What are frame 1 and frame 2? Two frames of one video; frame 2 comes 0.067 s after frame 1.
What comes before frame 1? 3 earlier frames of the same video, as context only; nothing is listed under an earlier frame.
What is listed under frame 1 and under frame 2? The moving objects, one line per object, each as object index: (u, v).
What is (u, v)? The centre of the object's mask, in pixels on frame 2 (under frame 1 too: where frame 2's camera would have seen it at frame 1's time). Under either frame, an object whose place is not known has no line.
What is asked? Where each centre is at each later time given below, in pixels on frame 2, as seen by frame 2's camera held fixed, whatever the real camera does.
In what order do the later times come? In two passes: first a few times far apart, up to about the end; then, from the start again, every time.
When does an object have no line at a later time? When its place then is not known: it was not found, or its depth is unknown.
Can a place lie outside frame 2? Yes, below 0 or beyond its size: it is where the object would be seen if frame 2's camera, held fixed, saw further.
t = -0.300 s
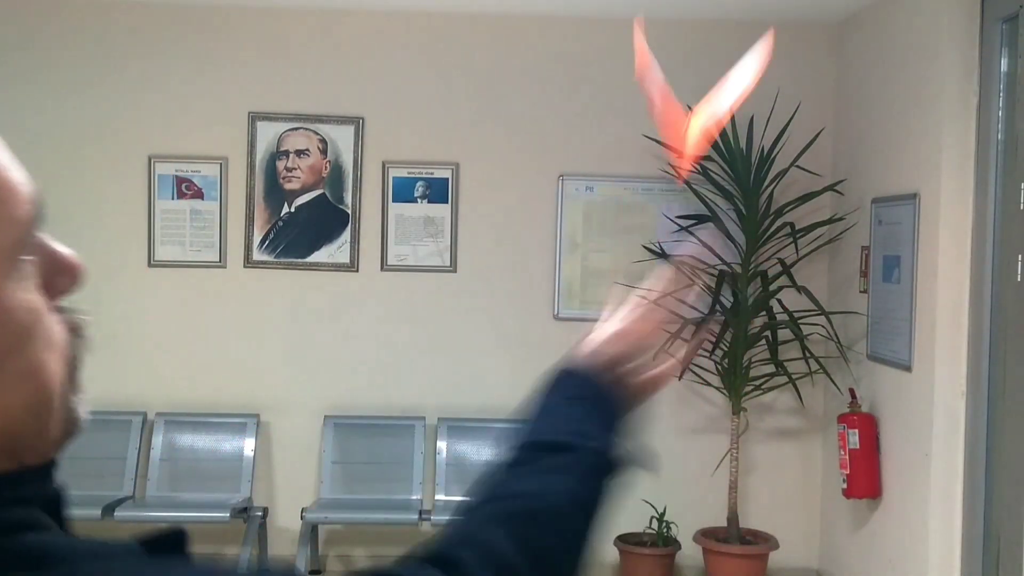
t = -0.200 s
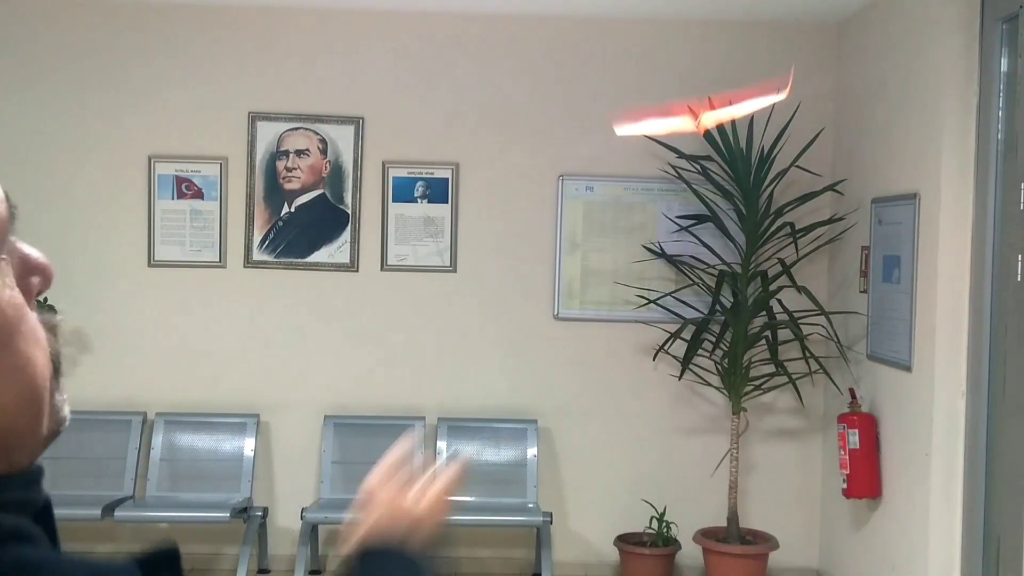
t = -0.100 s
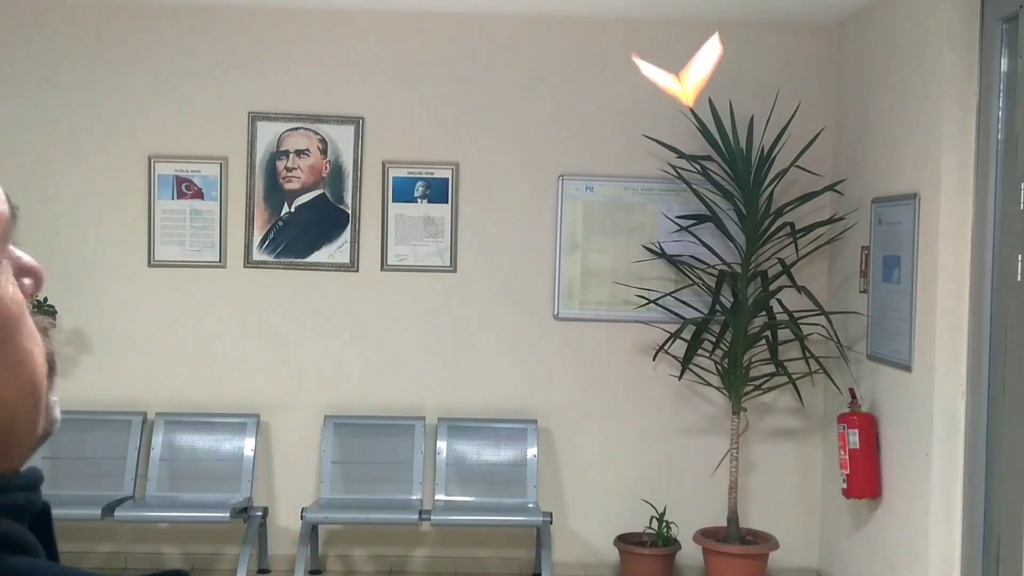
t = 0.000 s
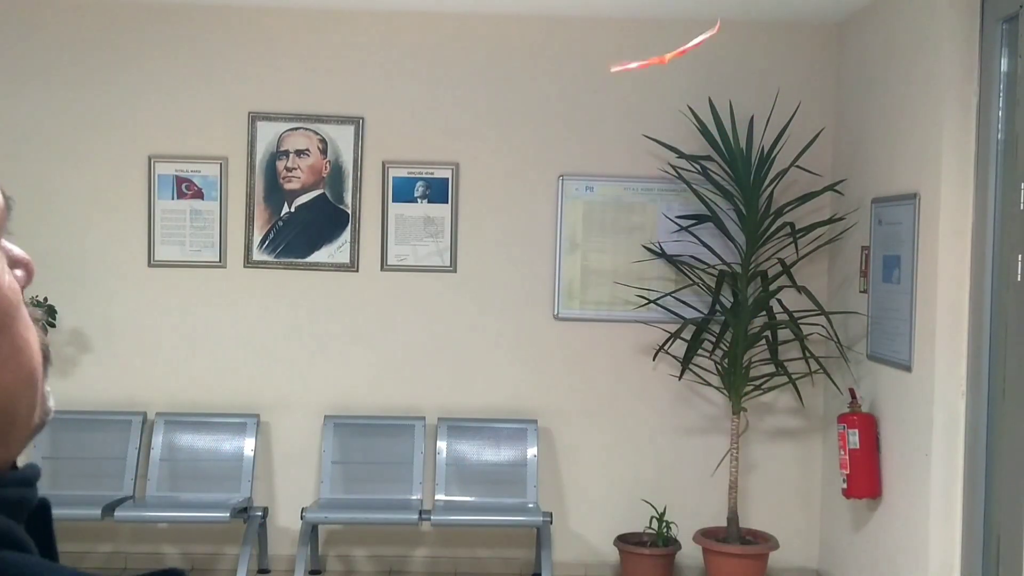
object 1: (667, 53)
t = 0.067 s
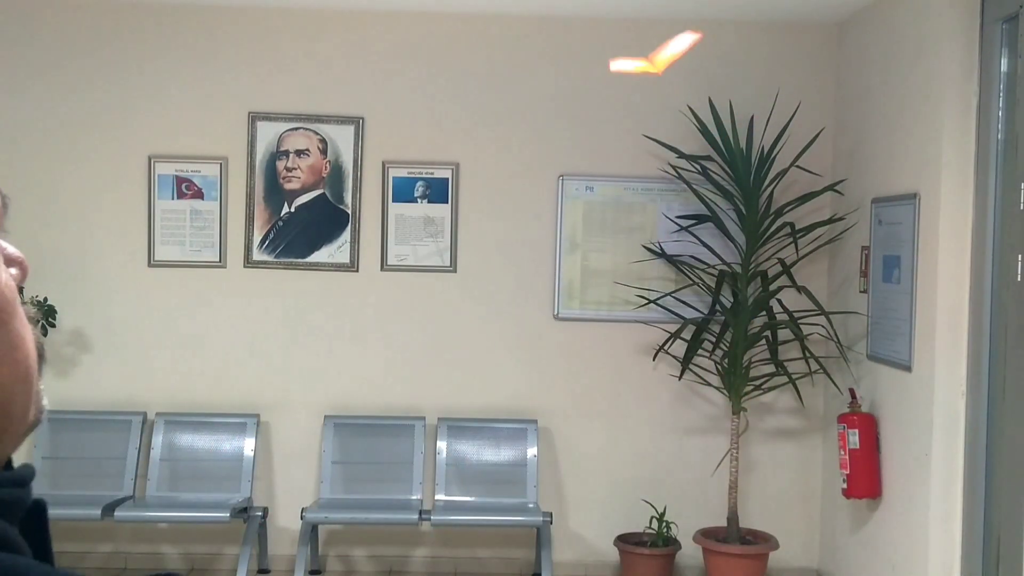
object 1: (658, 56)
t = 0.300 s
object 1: (601, 70)
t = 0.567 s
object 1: (529, 161)
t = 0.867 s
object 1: (444, 314)
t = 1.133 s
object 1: (336, 425)
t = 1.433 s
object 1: (234, 487)
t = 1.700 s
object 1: (163, 496)
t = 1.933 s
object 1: (157, 496)
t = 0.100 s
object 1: (650, 51)
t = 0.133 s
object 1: (643, 45)
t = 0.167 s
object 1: (634, 43)
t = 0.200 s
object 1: (621, 48)
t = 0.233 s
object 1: (610, 56)
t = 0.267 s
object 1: (607, 63)
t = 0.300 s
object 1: (601, 70)
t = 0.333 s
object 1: (591, 78)
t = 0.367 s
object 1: (578, 86)
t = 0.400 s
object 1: (569, 94)
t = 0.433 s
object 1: (563, 105)
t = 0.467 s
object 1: (556, 118)
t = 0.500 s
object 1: (546, 133)
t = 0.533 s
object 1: (538, 147)
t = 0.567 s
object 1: (529, 161)
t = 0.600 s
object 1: (521, 176)
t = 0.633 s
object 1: (514, 191)
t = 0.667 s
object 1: (505, 209)
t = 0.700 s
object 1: (496, 227)
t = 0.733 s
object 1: (487, 245)
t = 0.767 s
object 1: (477, 262)
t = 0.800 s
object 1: (466, 279)
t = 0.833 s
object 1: (455, 296)
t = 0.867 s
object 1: (444, 314)
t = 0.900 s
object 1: (433, 330)
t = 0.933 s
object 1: (421, 345)
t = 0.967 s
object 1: (406, 360)
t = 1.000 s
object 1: (391, 375)
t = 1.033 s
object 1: (376, 389)
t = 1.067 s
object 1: (359, 403)
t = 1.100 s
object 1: (345, 417)
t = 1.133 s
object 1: (336, 425)
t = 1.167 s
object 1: (321, 431)
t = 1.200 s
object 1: (307, 436)
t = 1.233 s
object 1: (293, 442)
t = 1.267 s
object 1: (279, 448)
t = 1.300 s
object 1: (273, 453)
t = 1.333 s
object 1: (265, 460)
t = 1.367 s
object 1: (255, 470)
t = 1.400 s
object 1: (245, 480)
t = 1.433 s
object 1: (234, 487)
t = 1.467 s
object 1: (221, 493)
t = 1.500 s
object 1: (206, 497)
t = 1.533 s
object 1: (197, 497)
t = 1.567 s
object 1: (187, 496)
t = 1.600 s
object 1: (180, 495)
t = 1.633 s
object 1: (172, 496)
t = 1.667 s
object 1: (168, 496)
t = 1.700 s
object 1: (163, 496)
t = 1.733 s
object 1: (158, 496)
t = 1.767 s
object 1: (156, 496)
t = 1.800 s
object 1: (157, 496)
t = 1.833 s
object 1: (157, 496)
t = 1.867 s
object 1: (158, 496)
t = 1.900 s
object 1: (157, 496)
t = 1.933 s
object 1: (157, 496)
